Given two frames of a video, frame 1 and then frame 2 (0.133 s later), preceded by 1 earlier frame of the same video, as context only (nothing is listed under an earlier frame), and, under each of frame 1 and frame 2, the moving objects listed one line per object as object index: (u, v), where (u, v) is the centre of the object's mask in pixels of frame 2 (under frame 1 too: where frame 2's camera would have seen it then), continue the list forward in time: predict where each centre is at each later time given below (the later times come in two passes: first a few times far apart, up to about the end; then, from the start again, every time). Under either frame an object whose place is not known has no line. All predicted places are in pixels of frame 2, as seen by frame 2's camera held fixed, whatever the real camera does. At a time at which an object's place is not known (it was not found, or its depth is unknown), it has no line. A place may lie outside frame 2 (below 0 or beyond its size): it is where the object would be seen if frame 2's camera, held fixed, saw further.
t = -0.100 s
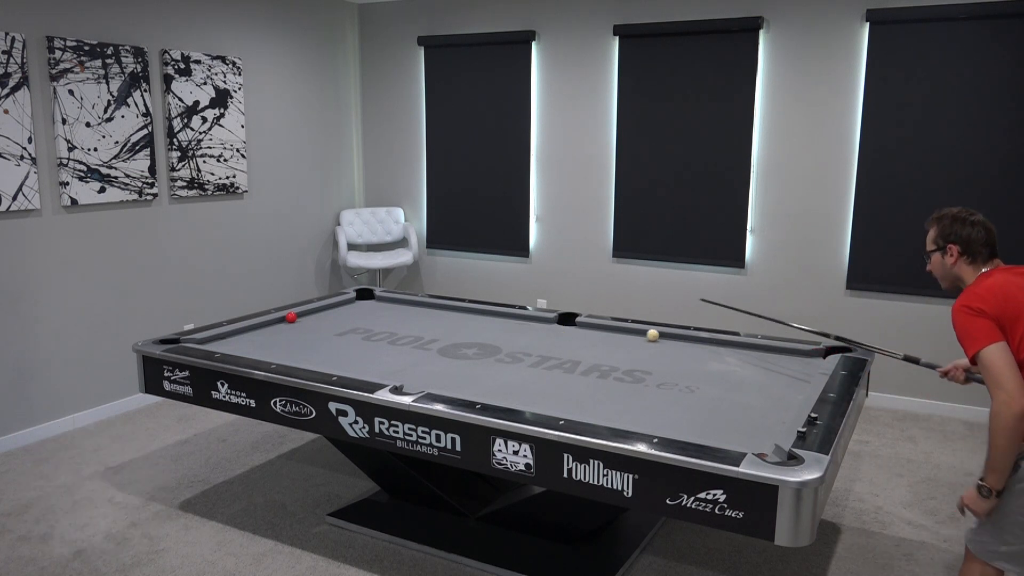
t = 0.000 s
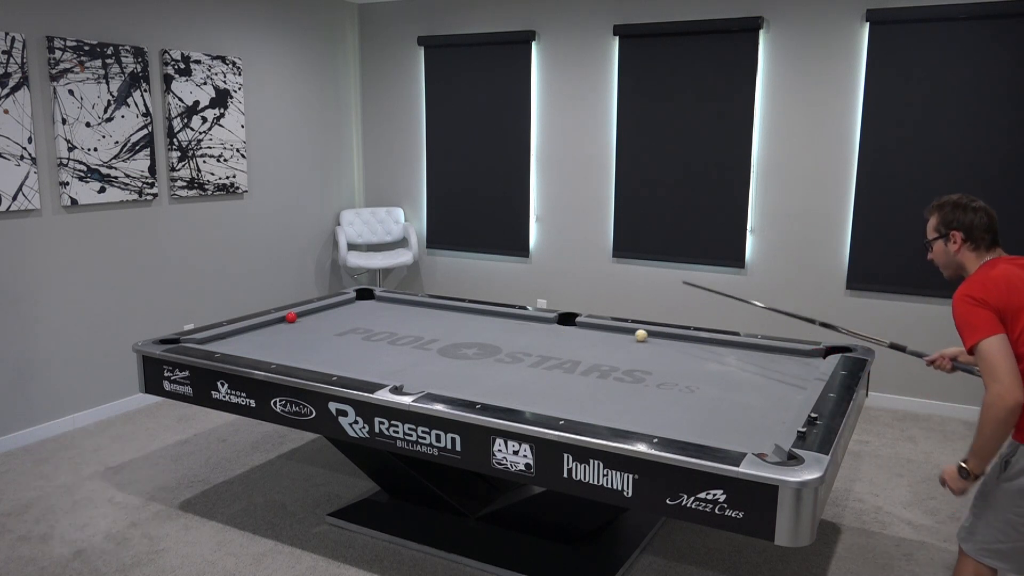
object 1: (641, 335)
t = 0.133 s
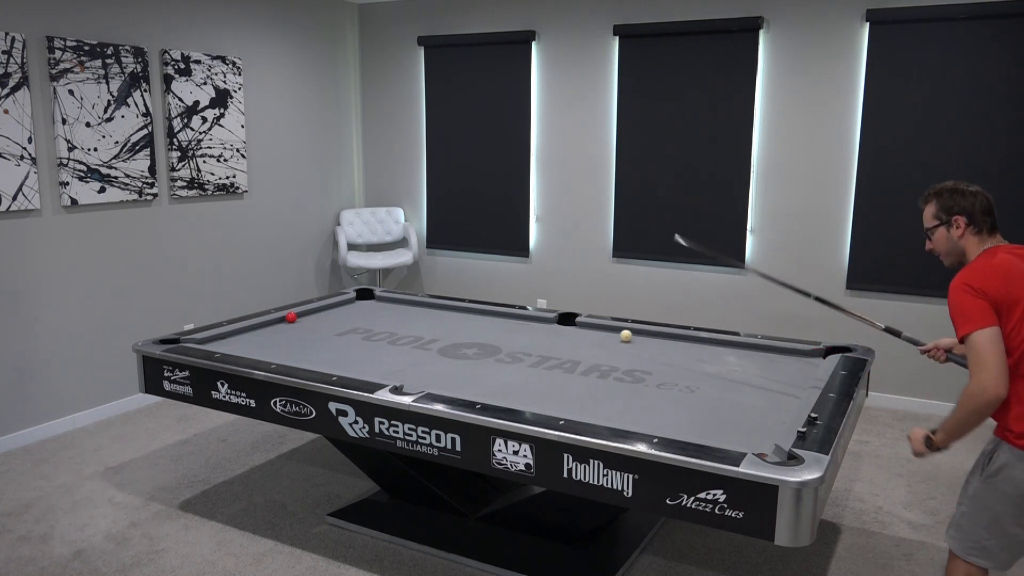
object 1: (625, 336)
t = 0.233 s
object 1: (614, 336)
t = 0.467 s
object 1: (589, 337)
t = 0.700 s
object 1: (564, 337)
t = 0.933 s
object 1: (540, 338)
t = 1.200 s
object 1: (514, 339)
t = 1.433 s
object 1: (491, 340)
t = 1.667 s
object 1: (470, 340)
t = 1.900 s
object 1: (449, 341)
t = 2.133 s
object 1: (429, 341)
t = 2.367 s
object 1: (411, 342)
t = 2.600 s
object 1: (392, 343)
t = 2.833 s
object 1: (375, 343)
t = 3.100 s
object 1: (356, 344)
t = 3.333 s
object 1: (341, 344)
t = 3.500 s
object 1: (330, 345)
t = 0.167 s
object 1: (622, 336)
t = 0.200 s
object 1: (618, 336)
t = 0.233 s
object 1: (614, 336)
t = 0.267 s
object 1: (610, 336)
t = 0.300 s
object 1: (607, 336)
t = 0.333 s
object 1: (603, 336)
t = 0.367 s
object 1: (600, 336)
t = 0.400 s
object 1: (596, 337)
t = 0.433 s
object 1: (592, 337)
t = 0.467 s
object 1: (589, 337)
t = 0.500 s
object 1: (585, 337)
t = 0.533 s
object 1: (581, 337)
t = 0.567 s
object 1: (578, 337)
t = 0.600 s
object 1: (574, 337)
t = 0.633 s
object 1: (571, 337)
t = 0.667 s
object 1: (567, 337)
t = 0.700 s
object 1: (564, 337)
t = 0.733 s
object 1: (561, 338)
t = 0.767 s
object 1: (557, 338)
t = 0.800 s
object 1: (554, 338)
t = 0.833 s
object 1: (550, 338)
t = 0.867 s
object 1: (547, 338)
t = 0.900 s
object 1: (544, 338)
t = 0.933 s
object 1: (540, 338)
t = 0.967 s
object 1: (537, 338)
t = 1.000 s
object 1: (533, 339)
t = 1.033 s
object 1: (530, 339)
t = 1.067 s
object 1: (527, 339)
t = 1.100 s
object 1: (523, 339)
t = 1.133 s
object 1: (520, 339)
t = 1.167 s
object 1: (517, 339)
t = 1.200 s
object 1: (514, 339)
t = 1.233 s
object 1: (510, 339)
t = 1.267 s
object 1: (507, 339)
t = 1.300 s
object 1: (504, 339)
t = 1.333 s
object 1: (501, 339)
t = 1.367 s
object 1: (497, 339)
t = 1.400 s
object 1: (494, 339)
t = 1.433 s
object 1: (491, 340)
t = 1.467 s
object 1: (488, 340)
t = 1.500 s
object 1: (485, 340)
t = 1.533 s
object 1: (482, 340)
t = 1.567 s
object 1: (479, 340)
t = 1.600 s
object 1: (476, 340)
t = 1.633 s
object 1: (473, 340)
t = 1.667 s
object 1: (470, 340)
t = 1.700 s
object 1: (467, 340)
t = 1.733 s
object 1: (464, 340)
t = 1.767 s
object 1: (461, 341)
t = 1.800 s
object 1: (458, 341)
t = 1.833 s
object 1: (455, 340)
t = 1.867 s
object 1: (452, 341)
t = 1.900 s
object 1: (449, 341)
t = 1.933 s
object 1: (446, 341)
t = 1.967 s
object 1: (444, 341)
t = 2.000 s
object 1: (441, 341)
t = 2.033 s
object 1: (438, 341)
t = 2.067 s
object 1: (435, 341)
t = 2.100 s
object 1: (432, 341)
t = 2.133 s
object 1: (429, 341)
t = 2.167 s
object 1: (427, 342)
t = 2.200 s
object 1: (424, 342)
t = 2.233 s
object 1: (421, 342)
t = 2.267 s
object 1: (419, 342)
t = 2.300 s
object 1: (416, 342)
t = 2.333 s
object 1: (413, 342)
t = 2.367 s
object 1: (411, 342)
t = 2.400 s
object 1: (408, 342)
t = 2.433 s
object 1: (405, 342)
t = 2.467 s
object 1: (403, 342)
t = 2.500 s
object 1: (400, 342)
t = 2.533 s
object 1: (398, 342)
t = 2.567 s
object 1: (395, 343)
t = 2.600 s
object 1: (392, 343)
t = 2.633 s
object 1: (390, 343)
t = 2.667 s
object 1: (387, 343)
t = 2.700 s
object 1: (385, 343)
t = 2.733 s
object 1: (382, 343)
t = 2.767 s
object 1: (380, 343)
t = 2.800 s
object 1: (377, 343)
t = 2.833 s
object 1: (375, 343)
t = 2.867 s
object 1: (373, 343)
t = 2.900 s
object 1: (370, 343)
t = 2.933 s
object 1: (368, 344)
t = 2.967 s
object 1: (365, 344)
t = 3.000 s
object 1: (363, 344)
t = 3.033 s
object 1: (361, 344)
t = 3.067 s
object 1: (358, 344)
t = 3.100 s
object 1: (356, 344)
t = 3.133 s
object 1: (354, 344)
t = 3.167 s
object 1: (352, 344)
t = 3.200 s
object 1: (349, 344)
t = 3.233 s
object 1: (348, 344)
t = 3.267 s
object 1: (345, 344)
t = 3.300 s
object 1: (343, 344)
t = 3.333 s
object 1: (341, 344)
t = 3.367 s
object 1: (339, 344)
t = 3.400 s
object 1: (337, 344)
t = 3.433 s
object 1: (335, 344)
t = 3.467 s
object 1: (332, 345)
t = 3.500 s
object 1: (330, 345)
